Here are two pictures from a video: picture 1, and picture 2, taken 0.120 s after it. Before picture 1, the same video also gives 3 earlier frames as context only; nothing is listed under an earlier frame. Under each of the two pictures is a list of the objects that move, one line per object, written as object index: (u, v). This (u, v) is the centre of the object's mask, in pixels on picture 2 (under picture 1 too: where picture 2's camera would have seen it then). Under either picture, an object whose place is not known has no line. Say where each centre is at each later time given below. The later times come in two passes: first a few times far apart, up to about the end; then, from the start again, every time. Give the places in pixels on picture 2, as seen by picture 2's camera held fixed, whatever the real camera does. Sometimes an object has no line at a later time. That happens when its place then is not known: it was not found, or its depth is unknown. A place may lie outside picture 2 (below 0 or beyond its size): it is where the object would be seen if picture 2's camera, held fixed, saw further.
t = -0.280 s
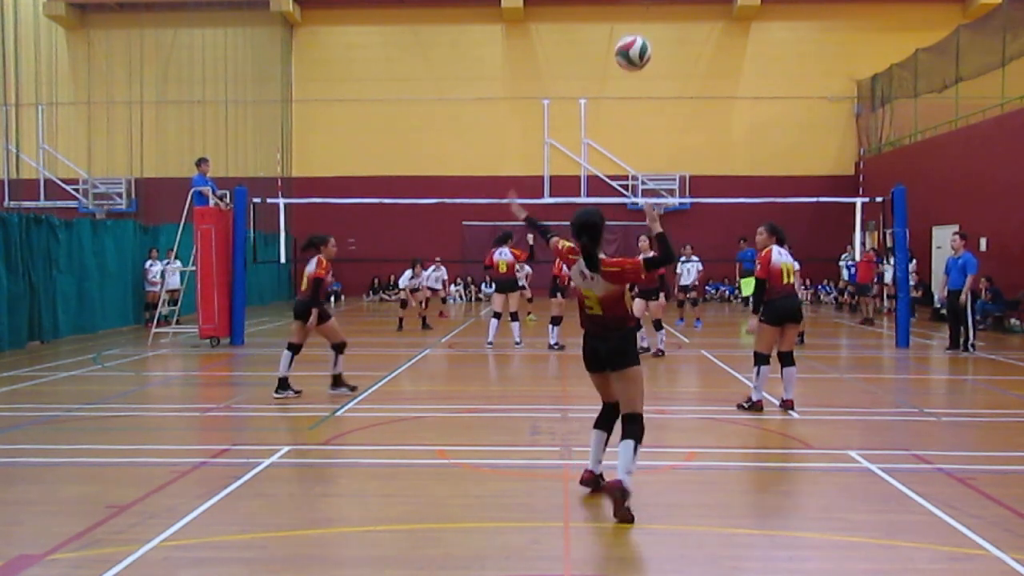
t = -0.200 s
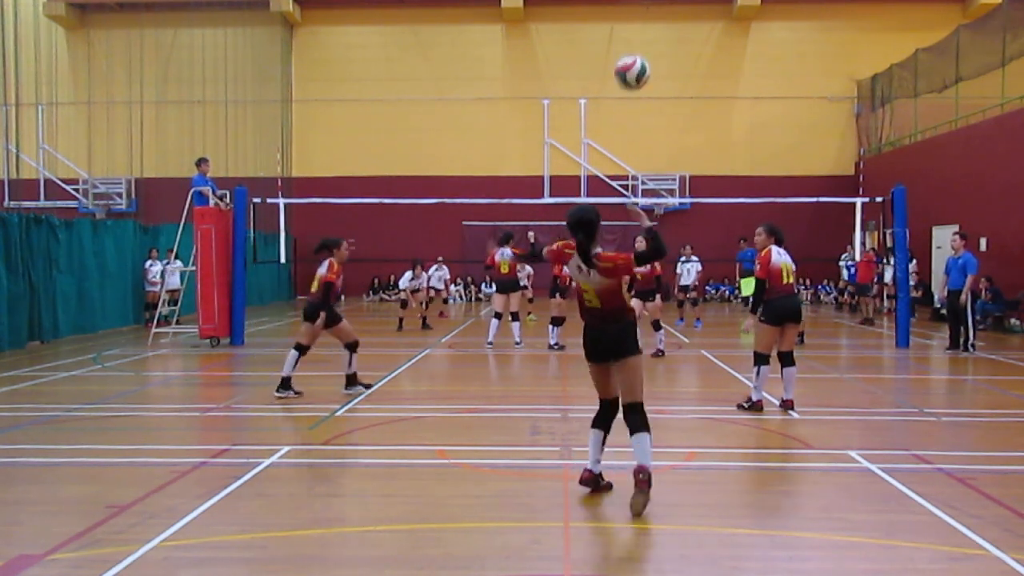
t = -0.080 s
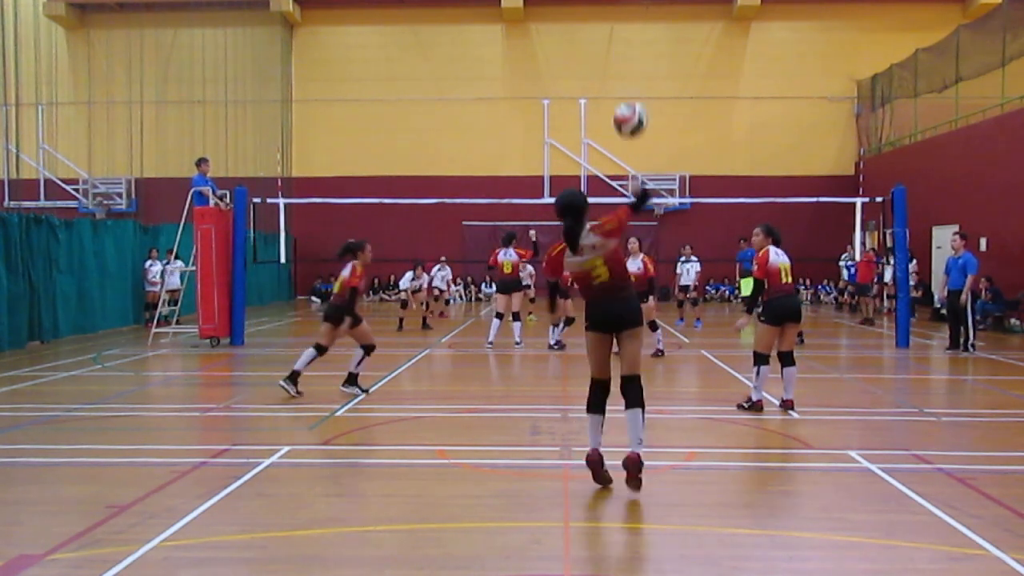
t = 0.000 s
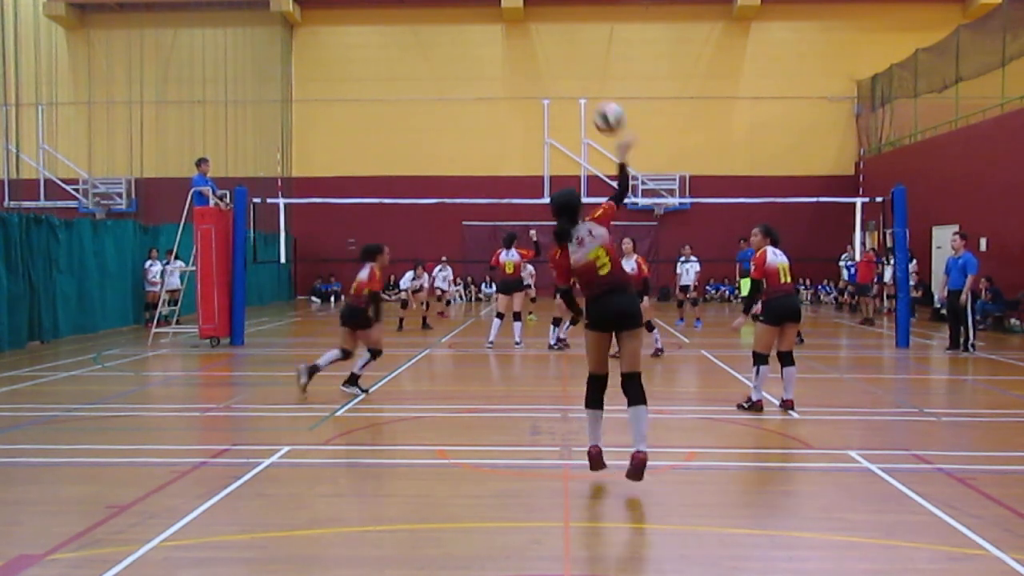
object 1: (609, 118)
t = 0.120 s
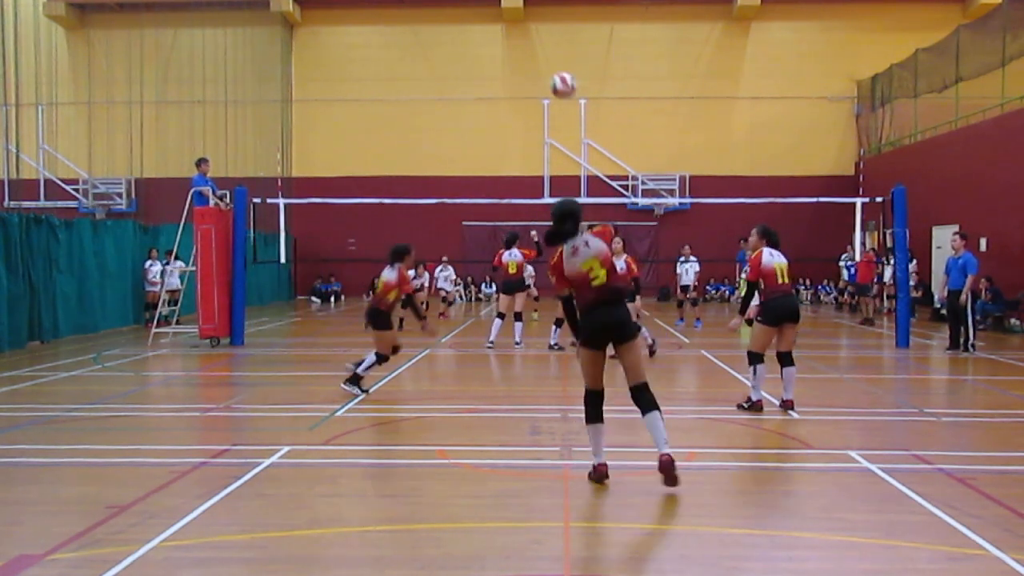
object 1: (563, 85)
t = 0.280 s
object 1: (522, 75)
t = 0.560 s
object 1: (479, 105)
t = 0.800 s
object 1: (455, 156)
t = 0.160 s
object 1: (551, 80)
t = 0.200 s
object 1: (540, 77)
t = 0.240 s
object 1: (531, 75)
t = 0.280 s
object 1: (522, 75)
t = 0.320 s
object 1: (514, 76)
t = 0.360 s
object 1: (506, 78)
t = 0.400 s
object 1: (500, 82)
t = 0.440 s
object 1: (494, 87)
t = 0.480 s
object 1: (489, 92)
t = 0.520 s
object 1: (484, 98)
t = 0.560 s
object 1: (479, 105)
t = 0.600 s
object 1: (475, 113)
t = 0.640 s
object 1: (470, 121)
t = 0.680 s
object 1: (467, 129)
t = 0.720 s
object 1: (462, 138)
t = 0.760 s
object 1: (460, 147)
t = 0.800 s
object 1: (455, 156)
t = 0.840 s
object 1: (452, 166)
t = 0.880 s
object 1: (448, 177)
